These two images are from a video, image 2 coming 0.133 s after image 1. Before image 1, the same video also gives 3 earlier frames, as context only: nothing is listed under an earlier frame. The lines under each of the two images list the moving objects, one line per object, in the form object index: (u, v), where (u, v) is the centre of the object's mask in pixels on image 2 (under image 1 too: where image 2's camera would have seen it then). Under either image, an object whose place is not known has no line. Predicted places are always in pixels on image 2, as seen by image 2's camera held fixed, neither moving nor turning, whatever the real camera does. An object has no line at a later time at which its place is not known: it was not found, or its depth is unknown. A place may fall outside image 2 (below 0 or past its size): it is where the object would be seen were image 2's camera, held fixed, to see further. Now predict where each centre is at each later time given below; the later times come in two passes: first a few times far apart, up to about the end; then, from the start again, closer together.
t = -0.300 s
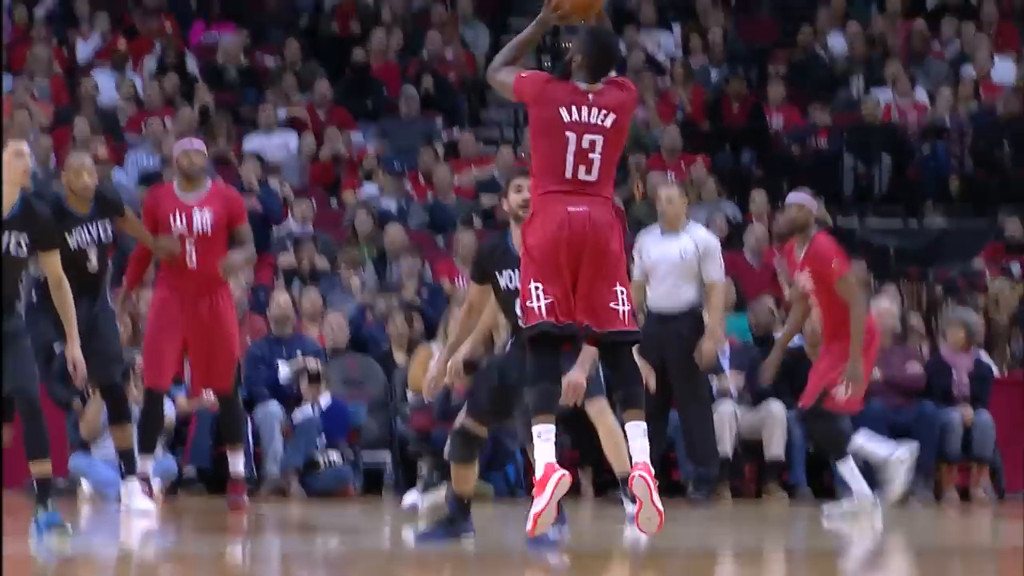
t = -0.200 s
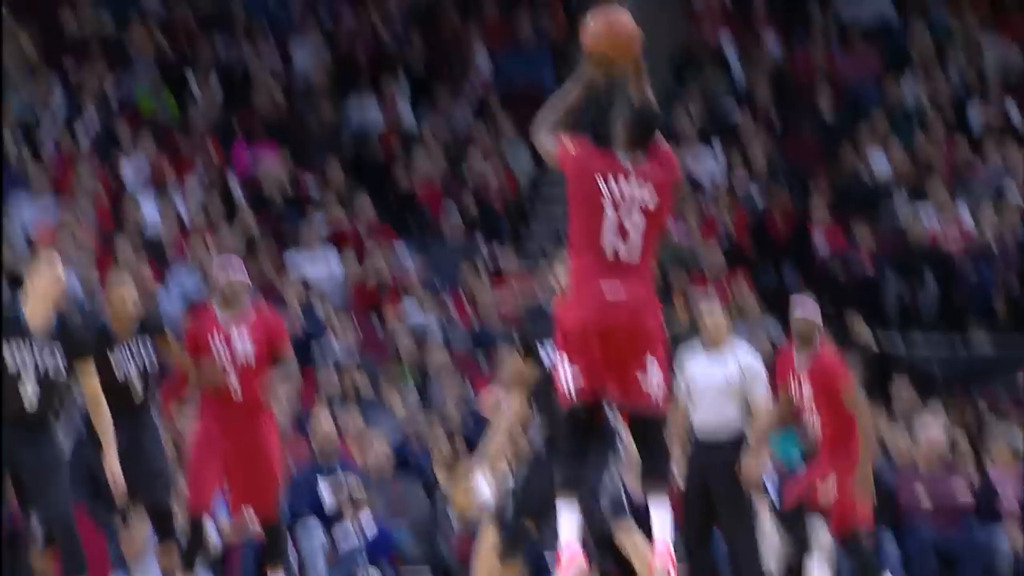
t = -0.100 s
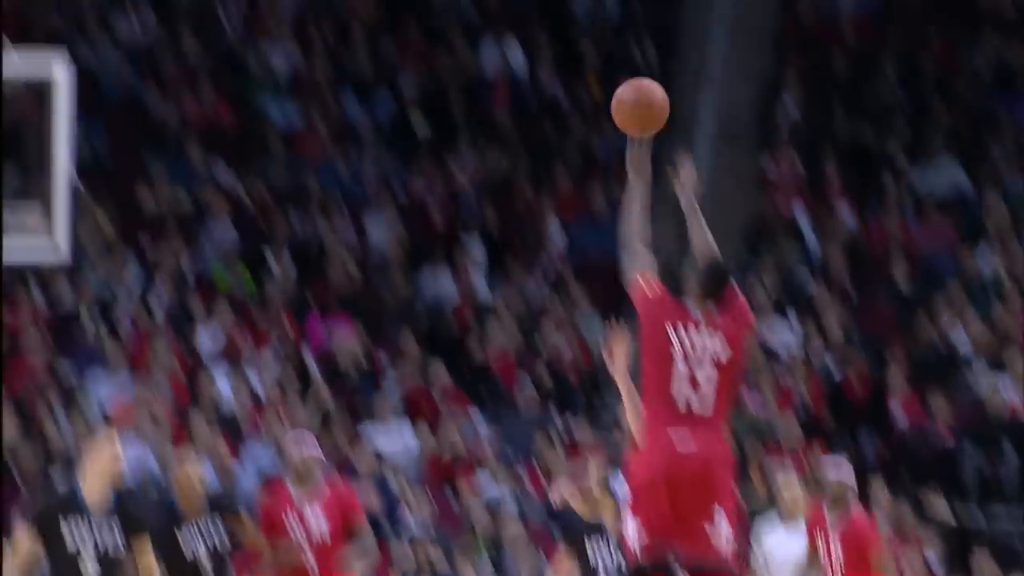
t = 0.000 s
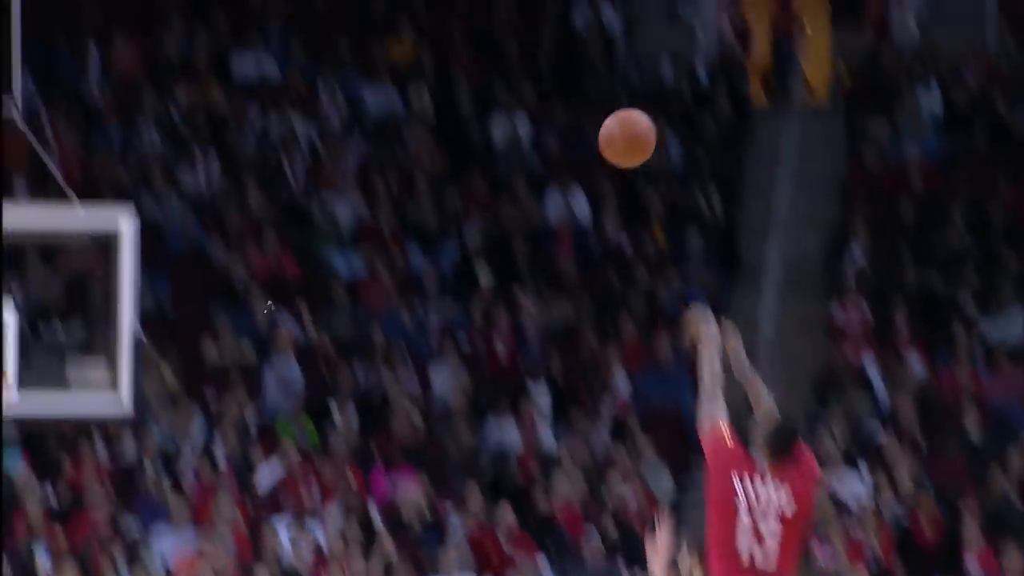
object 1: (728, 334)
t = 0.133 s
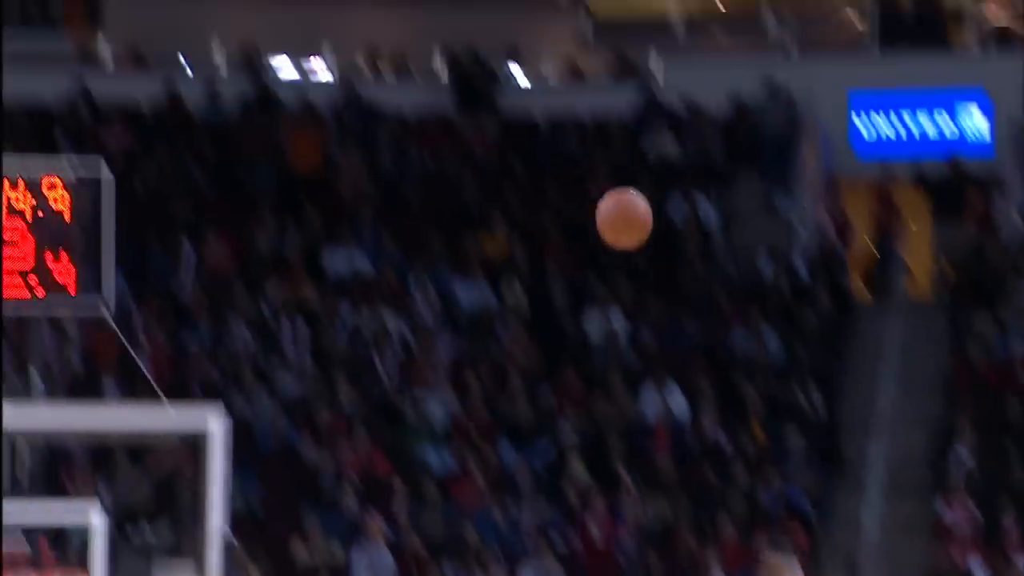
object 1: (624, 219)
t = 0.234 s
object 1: (553, 163)
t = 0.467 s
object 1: (403, 122)
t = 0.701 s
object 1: (265, 193)
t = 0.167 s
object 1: (600, 197)
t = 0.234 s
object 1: (553, 163)
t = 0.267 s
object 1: (531, 150)
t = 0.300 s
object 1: (509, 139)
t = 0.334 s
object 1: (486, 131)
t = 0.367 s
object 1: (464, 125)
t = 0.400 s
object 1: (443, 122)
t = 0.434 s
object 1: (423, 121)
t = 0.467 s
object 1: (403, 122)
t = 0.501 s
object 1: (383, 125)
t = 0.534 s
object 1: (362, 131)
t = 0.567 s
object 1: (342, 139)
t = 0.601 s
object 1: (322, 149)
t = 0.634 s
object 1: (303, 162)
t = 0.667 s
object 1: (283, 176)
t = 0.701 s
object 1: (265, 193)
